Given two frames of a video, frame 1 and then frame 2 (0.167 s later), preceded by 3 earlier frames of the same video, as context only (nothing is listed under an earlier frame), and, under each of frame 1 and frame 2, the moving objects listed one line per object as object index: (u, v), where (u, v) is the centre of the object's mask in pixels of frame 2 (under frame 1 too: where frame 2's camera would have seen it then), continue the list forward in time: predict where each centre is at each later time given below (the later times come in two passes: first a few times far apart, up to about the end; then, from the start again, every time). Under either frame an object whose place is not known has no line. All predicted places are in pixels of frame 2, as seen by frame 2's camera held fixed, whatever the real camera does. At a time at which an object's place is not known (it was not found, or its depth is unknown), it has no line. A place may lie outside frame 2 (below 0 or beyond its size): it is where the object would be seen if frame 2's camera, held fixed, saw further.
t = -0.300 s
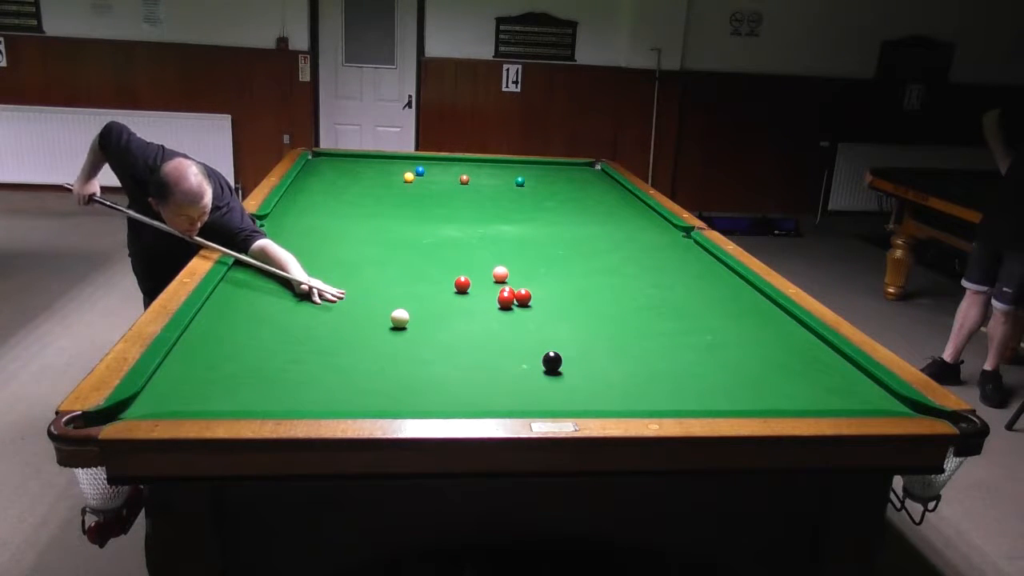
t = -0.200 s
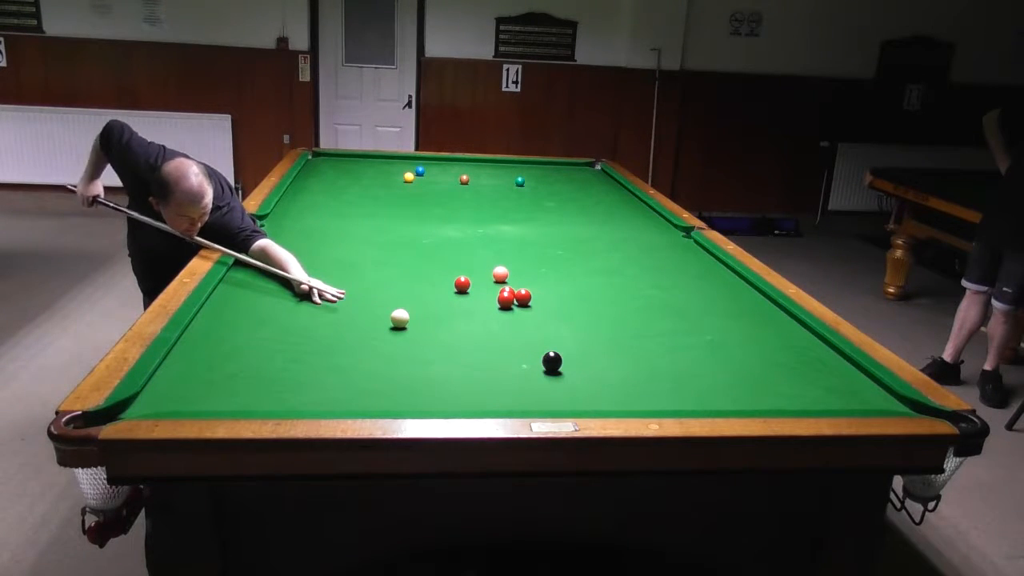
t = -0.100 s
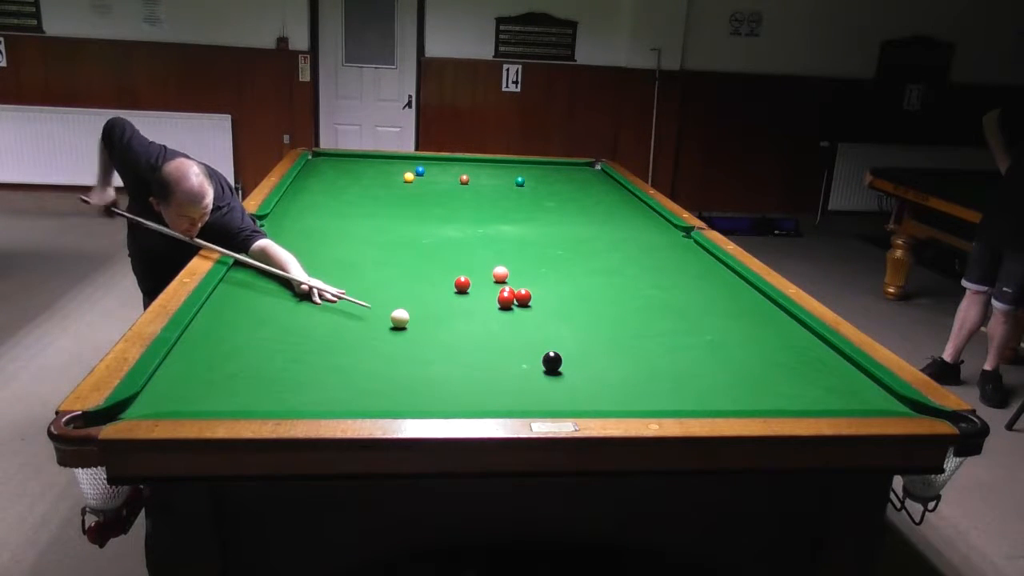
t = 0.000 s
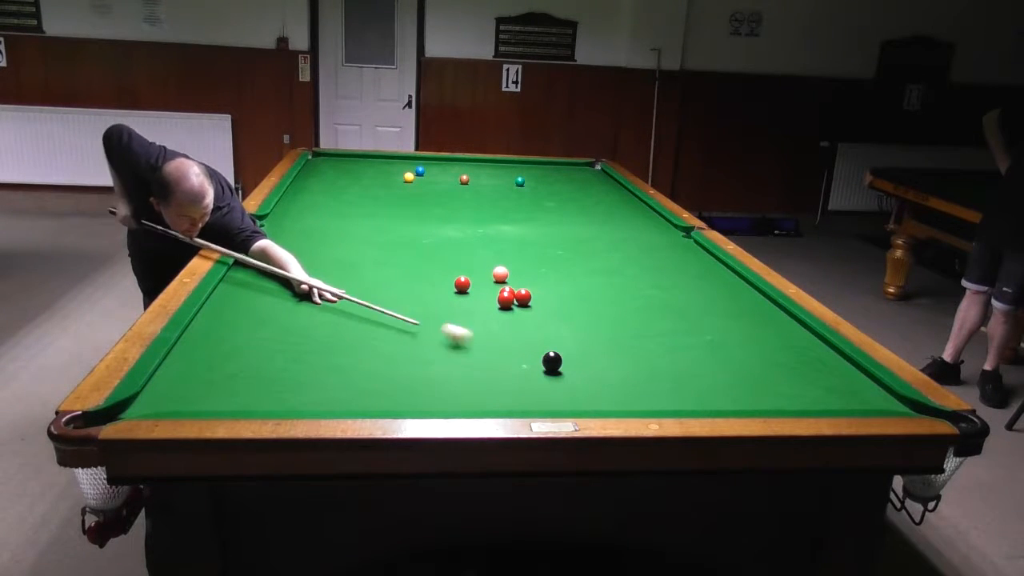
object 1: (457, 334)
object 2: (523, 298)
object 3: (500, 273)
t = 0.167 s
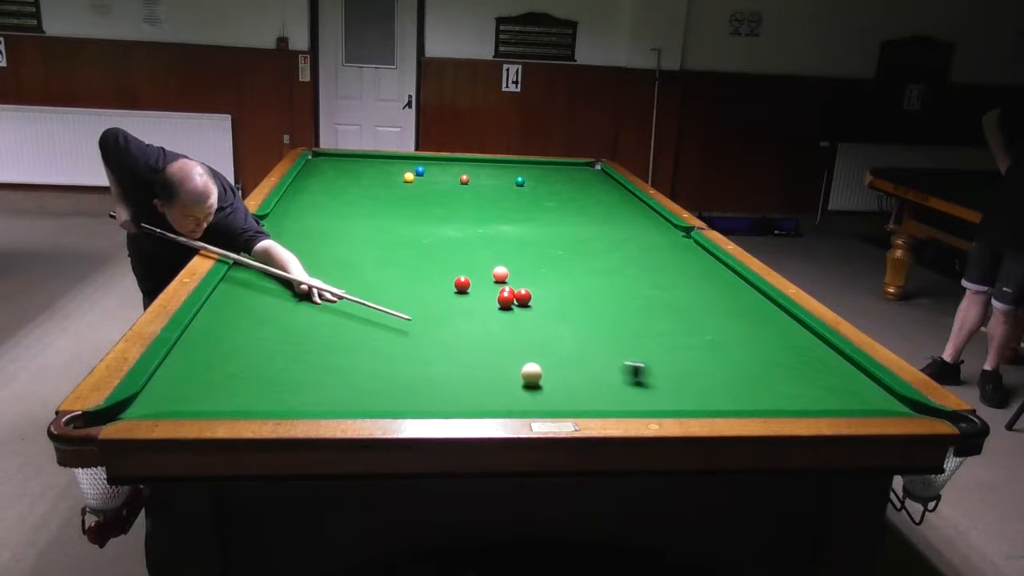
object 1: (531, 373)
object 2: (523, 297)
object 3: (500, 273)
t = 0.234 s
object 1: (538, 390)
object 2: (523, 297)
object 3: (500, 273)
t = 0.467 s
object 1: (542, 386)
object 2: (523, 297)
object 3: (500, 273)
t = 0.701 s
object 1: (531, 355)
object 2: (523, 297)
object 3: (500, 273)
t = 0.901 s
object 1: (523, 334)
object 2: (522, 297)
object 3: (500, 273)
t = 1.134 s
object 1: (515, 312)
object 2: (523, 297)
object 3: (500, 273)
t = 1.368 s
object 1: (518, 303)
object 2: (525, 294)
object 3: (500, 273)
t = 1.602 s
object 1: (524, 301)
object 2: (525, 290)
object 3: (498, 272)
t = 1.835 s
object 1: (528, 301)
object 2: (525, 289)
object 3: (495, 269)
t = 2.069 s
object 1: (531, 301)
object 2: (526, 288)
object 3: (490, 265)
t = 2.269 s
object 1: (532, 301)
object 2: (526, 287)
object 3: (485, 262)
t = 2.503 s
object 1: (531, 301)
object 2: (527, 286)
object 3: (481, 259)
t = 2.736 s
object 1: (531, 301)
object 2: (527, 286)
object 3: (478, 256)
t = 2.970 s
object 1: (531, 301)
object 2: (527, 285)
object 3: (474, 253)
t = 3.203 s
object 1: (531, 301)
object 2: (527, 285)
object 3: (471, 251)
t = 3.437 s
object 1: (531, 301)
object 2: (527, 285)
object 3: (468, 249)
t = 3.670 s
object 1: (531, 301)
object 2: (527, 285)
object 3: (466, 247)
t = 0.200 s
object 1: (534, 382)
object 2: (523, 297)
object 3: (500, 273)
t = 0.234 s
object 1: (538, 390)
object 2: (523, 297)
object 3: (500, 273)
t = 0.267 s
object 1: (541, 394)
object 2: (523, 298)
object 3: (500, 273)
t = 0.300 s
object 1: (547, 400)
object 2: (523, 297)
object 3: (500, 273)
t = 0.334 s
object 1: (550, 402)
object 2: (523, 297)
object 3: (500, 273)
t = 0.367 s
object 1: (548, 400)
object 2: (523, 297)
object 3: (500, 273)
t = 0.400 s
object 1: (545, 395)
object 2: (523, 297)
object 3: (500, 273)
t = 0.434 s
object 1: (543, 389)
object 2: (523, 297)
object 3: (500, 273)
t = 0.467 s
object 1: (542, 386)
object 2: (523, 297)
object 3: (500, 273)
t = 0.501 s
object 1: (540, 380)
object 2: (523, 297)
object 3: (500, 273)
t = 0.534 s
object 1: (538, 375)
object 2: (523, 297)
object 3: (500, 273)
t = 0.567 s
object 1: (537, 372)
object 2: (523, 297)
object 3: (500, 273)
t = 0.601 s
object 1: (535, 367)
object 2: (523, 297)
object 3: (500, 273)
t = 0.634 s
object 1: (533, 362)
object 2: (523, 297)
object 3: (500, 273)
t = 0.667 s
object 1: (532, 360)
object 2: (523, 297)
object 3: (500, 273)
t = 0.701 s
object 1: (531, 355)
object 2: (523, 297)
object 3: (500, 273)
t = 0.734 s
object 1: (529, 350)
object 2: (523, 297)
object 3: (500, 273)
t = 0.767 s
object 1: (528, 348)
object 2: (523, 297)
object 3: (500, 273)
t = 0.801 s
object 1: (527, 344)
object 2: (523, 297)
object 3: (500, 273)
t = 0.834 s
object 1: (525, 340)
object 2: (522, 297)
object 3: (500, 273)
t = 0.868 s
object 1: (524, 338)
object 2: (522, 297)
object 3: (500, 273)
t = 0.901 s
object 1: (523, 334)
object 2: (522, 297)
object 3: (500, 273)
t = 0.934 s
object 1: (521, 330)
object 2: (523, 297)
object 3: (500, 273)
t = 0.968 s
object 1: (521, 328)
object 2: (523, 297)
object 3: (500, 273)
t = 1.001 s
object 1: (519, 324)
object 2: (523, 297)
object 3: (500, 273)
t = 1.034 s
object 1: (518, 321)
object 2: (523, 297)
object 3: (500, 273)
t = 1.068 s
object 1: (517, 319)
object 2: (522, 297)
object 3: (500, 273)
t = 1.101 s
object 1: (516, 316)
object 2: (523, 297)
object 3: (500, 273)
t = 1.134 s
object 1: (515, 312)
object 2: (523, 297)
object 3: (500, 273)
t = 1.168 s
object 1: (514, 310)
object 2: (523, 296)
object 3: (500, 273)
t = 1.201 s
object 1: (513, 307)
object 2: (523, 297)
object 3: (500, 273)
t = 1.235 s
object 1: (513, 305)
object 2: (524, 296)
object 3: (500, 273)
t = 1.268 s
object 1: (514, 305)
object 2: (524, 296)
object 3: (500, 273)
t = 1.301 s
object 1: (516, 304)
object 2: (524, 296)
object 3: (500, 273)
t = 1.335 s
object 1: (517, 303)
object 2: (525, 295)
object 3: (500, 273)
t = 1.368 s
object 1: (518, 303)
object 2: (525, 294)
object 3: (500, 273)
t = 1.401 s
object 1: (520, 302)
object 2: (524, 293)
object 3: (500, 273)
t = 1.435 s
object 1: (521, 302)
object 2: (525, 292)
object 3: (500, 273)
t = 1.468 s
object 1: (522, 302)
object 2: (524, 292)
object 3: (499, 272)
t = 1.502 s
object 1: (522, 302)
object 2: (524, 291)
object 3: (499, 272)
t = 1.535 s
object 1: (523, 301)
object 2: (524, 291)
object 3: (499, 272)
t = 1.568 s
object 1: (524, 301)
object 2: (524, 290)
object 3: (499, 272)
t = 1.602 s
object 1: (524, 301)
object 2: (525, 290)
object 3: (498, 272)
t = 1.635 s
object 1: (525, 301)
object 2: (525, 290)
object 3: (498, 272)
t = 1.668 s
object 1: (526, 301)
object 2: (525, 290)
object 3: (497, 272)
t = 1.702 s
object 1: (526, 301)
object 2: (525, 290)
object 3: (497, 272)
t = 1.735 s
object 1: (527, 301)
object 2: (525, 290)
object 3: (497, 271)
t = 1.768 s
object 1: (527, 301)
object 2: (525, 289)
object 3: (496, 270)
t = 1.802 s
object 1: (528, 301)
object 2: (526, 289)
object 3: (496, 270)
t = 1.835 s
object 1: (528, 301)
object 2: (525, 289)
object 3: (495, 269)
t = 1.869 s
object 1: (529, 301)
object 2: (526, 289)
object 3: (494, 269)
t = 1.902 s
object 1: (529, 301)
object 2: (526, 289)
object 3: (493, 268)
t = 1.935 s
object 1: (529, 301)
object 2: (526, 289)
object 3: (493, 267)
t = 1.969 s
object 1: (530, 301)
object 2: (526, 288)
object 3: (492, 267)
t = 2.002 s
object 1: (530, 301)
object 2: (526, 288)
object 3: (491, 266)
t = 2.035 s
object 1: (531, 301)
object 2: (526, 288)
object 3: (491, 265)
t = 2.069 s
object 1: (531, 301)
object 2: (526, 288)
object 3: (490, 265)
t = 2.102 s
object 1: (531, 301)
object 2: (526, 288)
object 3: (489, 264)
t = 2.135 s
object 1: (531, 301)
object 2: (526, 288)
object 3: (489, 264)
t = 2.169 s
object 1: (531, 301)
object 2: (526, 288)
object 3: (488, 263)
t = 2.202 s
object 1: (531, 301)
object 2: (526, 288)
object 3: (487, 263)
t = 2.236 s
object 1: (531, 301)
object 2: (526, 287)
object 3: (486, 262)
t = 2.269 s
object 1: (532, 301)
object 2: (526, 287)
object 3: (485, 262)
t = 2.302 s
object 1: (532, 301)
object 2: (526, 287)
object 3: (485, 261)
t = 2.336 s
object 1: (531, 301)
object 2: (526, 287)
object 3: (484, 261)
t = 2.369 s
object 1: (531, 301)
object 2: (527, 287)
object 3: (484, 260)
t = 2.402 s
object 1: (531, 301)
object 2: (527, 287)
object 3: (483, 260)
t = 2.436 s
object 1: (531, 301)
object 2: (526, 287)
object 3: (482, 259)
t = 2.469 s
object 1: (531, 301)
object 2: (527, 286)
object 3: (482, 259)
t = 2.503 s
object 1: (531, 301)
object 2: (527, 286)
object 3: (481, 259)
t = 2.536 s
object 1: (531, 301)
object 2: (527, 286)
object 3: (481, 258)
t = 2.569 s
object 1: (531, 301)
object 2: (527, 286)
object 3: (480, 258)
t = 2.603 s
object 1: (531, 301)
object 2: (527, 286)
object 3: (480, 257)
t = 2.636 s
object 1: (531, 301)
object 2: (527, 286)
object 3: (479, 257)
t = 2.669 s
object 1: (531, 301)
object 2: (527, 286)
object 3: (479, 256)
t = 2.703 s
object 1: (531, 301)
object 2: (527, 286)
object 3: (478, 256)
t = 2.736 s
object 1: (531, 301)
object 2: (527, 286)
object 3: (478, 256)
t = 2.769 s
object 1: (531, 301)
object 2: (527, 286)
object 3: (477, 255)
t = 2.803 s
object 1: (531, 301)
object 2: (527, 285)
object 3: (476, 255)
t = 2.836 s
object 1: (531, 301)
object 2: (527, 285)
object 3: (476, 255)
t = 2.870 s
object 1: (531, 301)
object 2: (527, 285)
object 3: (475, 254)
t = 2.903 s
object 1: (531, 301)
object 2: (527, 285)
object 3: (475, 254)
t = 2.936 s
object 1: (531, 301)
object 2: (527, 285)
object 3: (475, 254)
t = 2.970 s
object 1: (531, 301)
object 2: (527, 285)
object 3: (474, 253)
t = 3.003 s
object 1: (531, 301)
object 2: (527, 285)
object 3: (473, 253)
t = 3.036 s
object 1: (531, 301)
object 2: (527, 285)
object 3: (473, 252)
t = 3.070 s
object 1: (531, 301)
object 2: (527, 285)
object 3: (472, 252)
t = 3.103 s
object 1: (531, 301)
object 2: (527, 285)
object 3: (472, 252)
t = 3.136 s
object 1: (531, 301)
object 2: (527, 285)
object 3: (472, 251)
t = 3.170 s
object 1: (531, 301)
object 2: (527, 285)
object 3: (471, 251)
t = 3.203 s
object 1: (531, 301)
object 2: (527, 285)
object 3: (471, 251)
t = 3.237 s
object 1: (531, 301)
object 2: (527, 285)
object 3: (471, 250)
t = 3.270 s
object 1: (531, 301)
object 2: (527, 285)
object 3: (470, 250)
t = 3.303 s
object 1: (531, 301)
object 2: (527, 285)
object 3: (470, 250)
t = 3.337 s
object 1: (531, 301)
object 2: (527, 285)
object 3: (469, 250)
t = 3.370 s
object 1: (531, 301)
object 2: (527, 285)
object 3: (469, 249)
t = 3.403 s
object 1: (531, 301)
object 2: (527, 285)
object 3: (469, 249)
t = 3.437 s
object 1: (531, 301)
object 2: (527, 285)
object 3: (468, 249)
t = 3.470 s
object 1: (531, 301)
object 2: (527, 285)
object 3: (468, 249)
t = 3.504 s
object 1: (531, 301)
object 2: (527, 285)
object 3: (468, 248)
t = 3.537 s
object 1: (531, 301)
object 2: (527, 285)
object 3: (468, 248)
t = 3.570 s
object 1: (531, 301)
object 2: (527, 285)
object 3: (467, 248)
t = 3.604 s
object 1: (531, 301)
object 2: (527, 285)
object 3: (467, 248)
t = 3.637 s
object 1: (531, 301)
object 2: (527, 285)
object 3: (467, 248)
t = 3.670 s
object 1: (531, 301)
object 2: (527, 285)
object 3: (466, 247)
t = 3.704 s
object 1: (531, 301)
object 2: (527, 285)
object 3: (466, 247)
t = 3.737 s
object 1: (531, 301)
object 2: (527, 285)
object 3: (466, 247)
